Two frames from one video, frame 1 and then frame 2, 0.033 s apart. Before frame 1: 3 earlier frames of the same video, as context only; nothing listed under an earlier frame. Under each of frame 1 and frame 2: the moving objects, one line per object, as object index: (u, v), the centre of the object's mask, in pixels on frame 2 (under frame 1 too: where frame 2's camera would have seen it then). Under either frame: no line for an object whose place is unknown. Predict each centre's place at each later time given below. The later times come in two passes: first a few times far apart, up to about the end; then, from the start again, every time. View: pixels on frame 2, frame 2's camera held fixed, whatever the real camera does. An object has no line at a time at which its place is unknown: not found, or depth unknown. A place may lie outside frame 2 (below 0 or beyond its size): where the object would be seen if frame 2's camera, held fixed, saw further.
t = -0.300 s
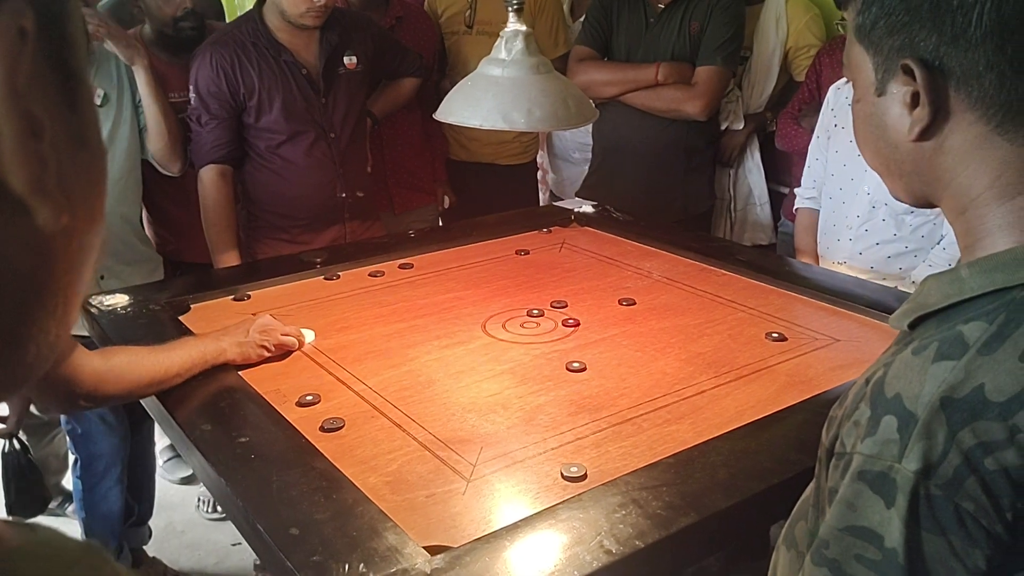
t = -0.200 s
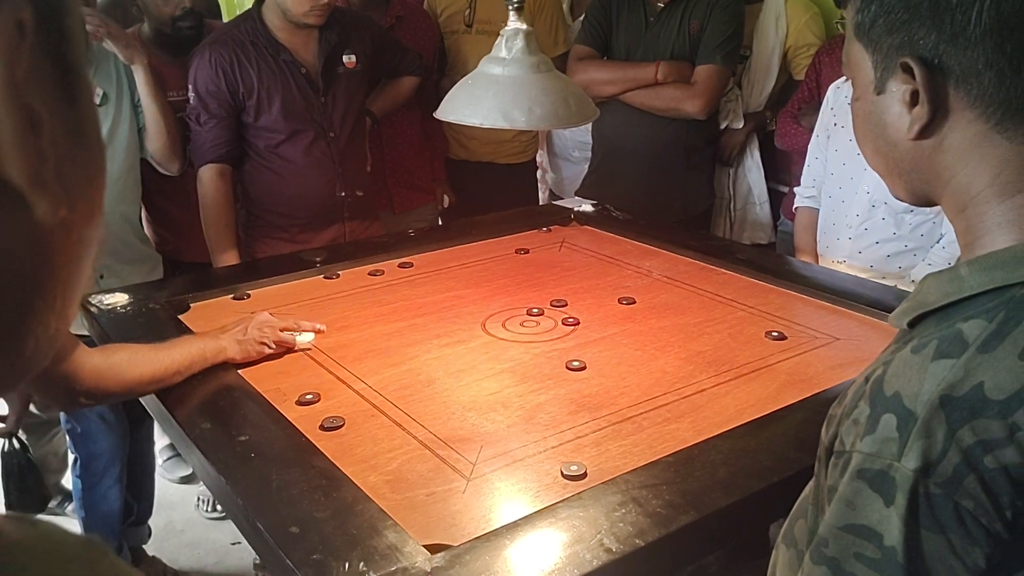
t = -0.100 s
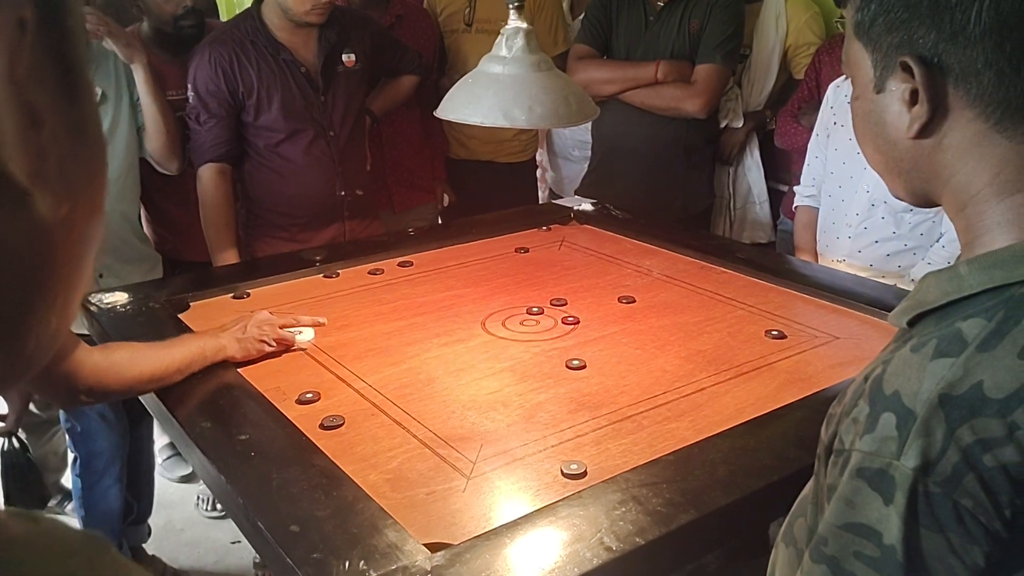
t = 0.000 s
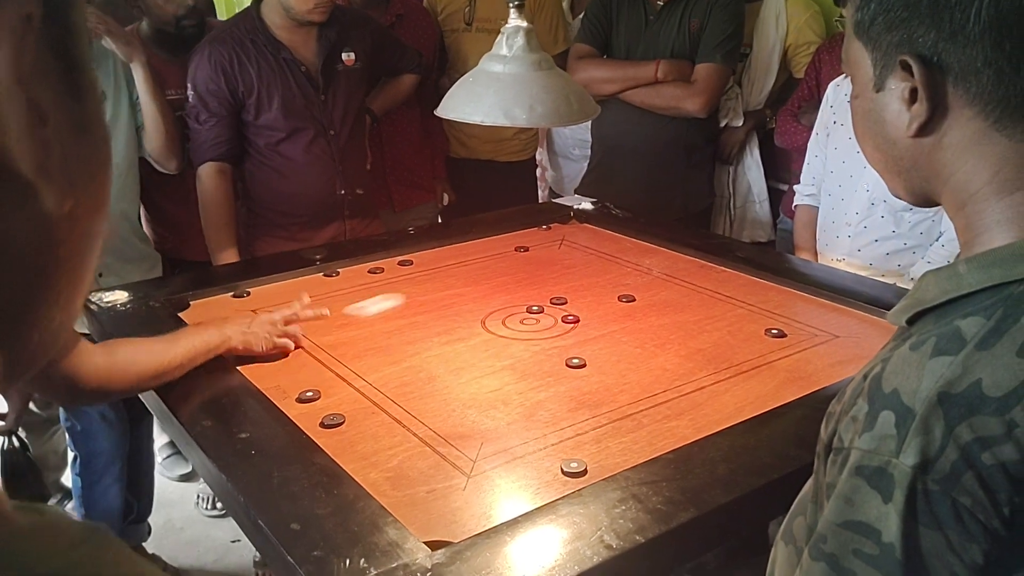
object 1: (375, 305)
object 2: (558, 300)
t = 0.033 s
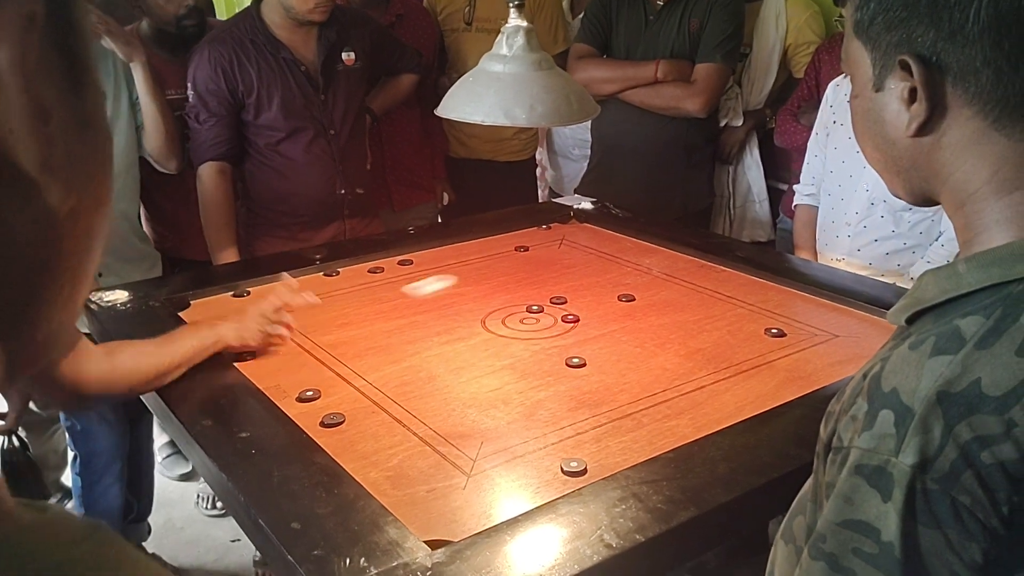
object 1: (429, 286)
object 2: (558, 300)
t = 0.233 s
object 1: (576, 248)
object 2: (558, 300)
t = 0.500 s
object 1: (345, 339)
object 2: (558, 300)
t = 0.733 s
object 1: (454, 325)
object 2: (558, 299)
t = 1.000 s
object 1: (607, 285)
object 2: (650, 247)
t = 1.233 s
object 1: (674, 266)
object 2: (533, 265)
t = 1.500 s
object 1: (687, 262)
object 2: (449, 276)
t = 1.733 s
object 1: (687, 262)
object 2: (440, 277)
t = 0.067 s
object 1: (479, 268)
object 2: (558, 300)
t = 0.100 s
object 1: (521, 254)
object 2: (558, 300)
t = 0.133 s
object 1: (556, 245)
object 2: (558, 300)
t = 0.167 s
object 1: (589, 238)
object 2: (558, 300)
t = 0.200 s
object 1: (597, 240)
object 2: (558, 300)
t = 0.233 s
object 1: (576, 248)
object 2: (558, 300)
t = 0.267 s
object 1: (553, 257)
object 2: (558, 300)
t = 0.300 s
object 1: (529, 267)
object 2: (558, 300)
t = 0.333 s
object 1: (503, 276)
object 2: (558, 300)
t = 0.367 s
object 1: (476, 287)
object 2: (558, 300)
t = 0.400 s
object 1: (447, 298)
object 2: (558, 300)
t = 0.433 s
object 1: (416, 311)
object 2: (558, 300)
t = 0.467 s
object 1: (381, 324)
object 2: (558, 300)
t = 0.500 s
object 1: (345, 339)
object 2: (558, 300)
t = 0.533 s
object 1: (305, 355)
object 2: (558, 299)
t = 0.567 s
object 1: (269, 370)
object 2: (558, 299)
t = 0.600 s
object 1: (305, 363)
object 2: (558, 300)
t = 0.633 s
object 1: (344, 353)
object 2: (558, 299)
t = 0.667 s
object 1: (382, 343)
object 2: (558, 299)
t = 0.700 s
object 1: (419, 334)
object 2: (558, 299)
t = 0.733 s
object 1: (454, 325)
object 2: (558, 299)
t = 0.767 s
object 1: (487, 317)
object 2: (558, 299)
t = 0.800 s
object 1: (516, 310)
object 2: (558, 299)
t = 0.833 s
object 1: (532, 306)
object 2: (575, 290)
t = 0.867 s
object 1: (549, 301)
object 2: (593, 280)
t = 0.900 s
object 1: (564, 297)
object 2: (609, 271)
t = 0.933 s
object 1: (580, 292)
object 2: (625, 262)
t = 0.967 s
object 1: (593, 289)
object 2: (639, 254)
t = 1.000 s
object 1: (607, 285)
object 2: (650, 247)
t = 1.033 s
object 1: (619, 281)
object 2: (635, 249)
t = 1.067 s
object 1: (631, 278)
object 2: (617, 252)
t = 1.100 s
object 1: (642, 275)
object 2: (599, 255)
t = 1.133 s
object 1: (651, 273)
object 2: (581, 257)
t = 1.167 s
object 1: (660, 270)
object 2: (565, 260)
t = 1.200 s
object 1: (667, 268)
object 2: (549, 262)
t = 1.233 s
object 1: (674, 266)
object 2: (533, 265)
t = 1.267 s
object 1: (680, 264)
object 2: (518, 267)
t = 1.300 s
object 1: (684, 263)
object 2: (504, 269)
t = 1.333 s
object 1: (688, 262)
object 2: (492, 270)
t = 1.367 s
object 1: (690, 261)
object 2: (480, 272)
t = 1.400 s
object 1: (688, 262)
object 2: (471, 273)
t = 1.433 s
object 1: (687, 262)
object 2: (463, 275)
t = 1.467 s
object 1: (687, 262)
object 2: (456, 275)
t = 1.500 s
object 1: (687, 262)
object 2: (449, 276)
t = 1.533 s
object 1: (687, 262)
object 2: (445, 277)
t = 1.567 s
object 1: (687, 262)
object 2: (442, 277)
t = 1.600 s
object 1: (687, 262)
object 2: (441, 277)
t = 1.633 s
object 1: (687, 262)
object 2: (440, 277)
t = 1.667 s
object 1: (687, 262)
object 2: (440, 277)
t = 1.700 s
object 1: (687, 262)
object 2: (440, 277)
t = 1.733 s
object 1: (687, 262)
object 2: (440, 277)
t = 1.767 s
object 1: (687, 262)
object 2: (440, 277)
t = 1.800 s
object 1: (687, 262)
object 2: (440, 277)
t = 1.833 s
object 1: (687, 262)
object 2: (440, 277)
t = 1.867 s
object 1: (687, 262)
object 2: (440, 277)
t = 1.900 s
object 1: (687, 262)
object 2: (440, 277)
